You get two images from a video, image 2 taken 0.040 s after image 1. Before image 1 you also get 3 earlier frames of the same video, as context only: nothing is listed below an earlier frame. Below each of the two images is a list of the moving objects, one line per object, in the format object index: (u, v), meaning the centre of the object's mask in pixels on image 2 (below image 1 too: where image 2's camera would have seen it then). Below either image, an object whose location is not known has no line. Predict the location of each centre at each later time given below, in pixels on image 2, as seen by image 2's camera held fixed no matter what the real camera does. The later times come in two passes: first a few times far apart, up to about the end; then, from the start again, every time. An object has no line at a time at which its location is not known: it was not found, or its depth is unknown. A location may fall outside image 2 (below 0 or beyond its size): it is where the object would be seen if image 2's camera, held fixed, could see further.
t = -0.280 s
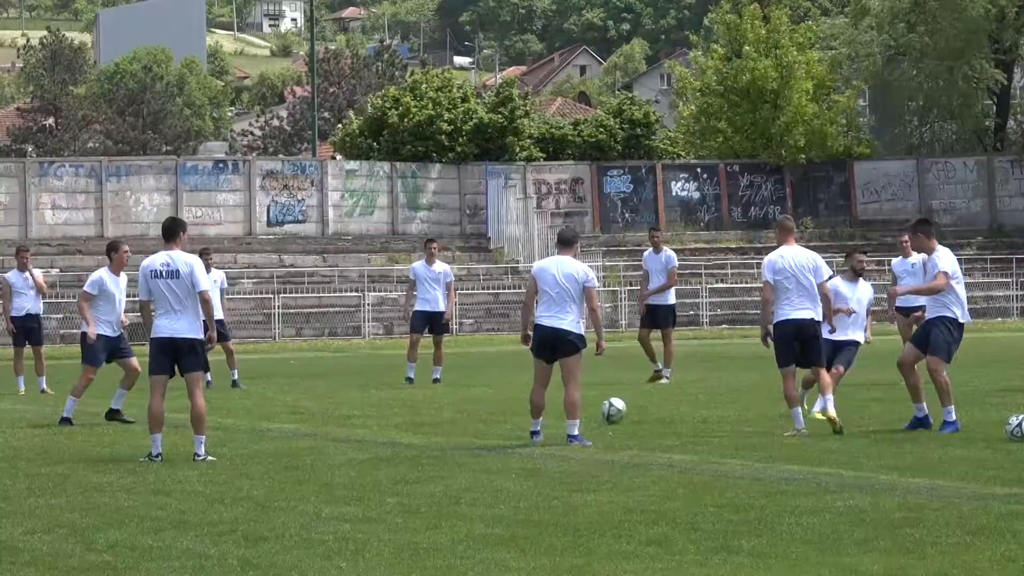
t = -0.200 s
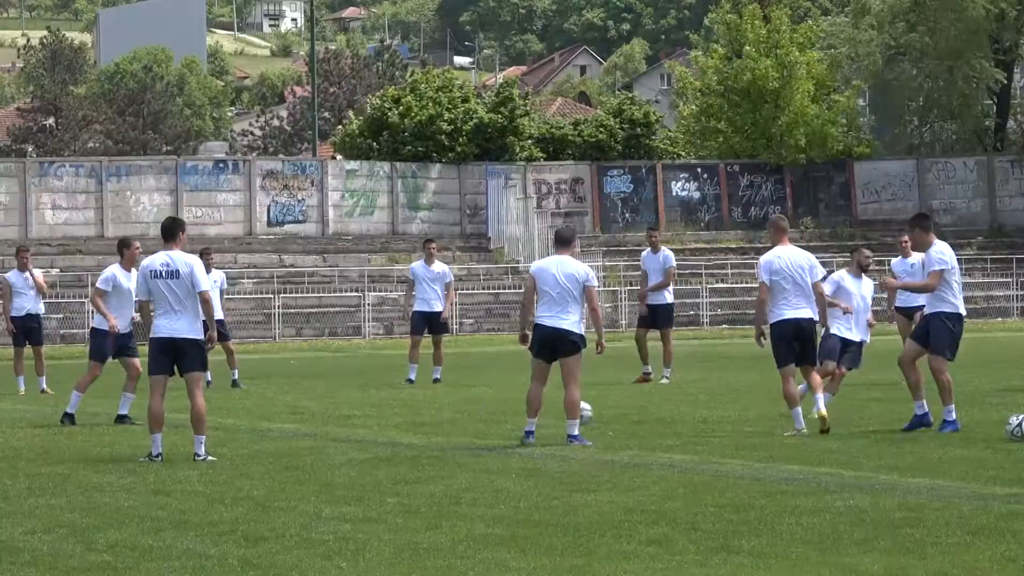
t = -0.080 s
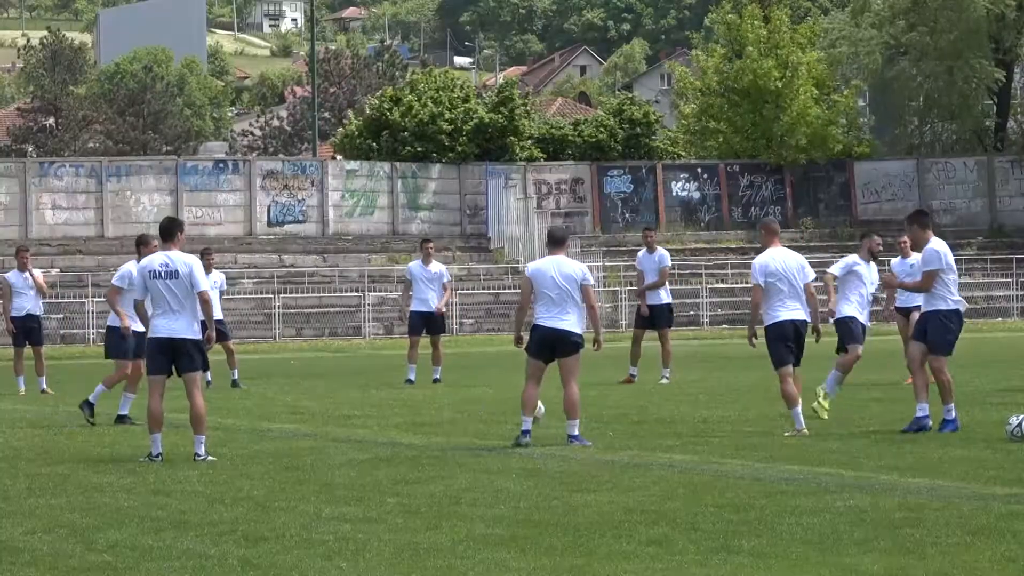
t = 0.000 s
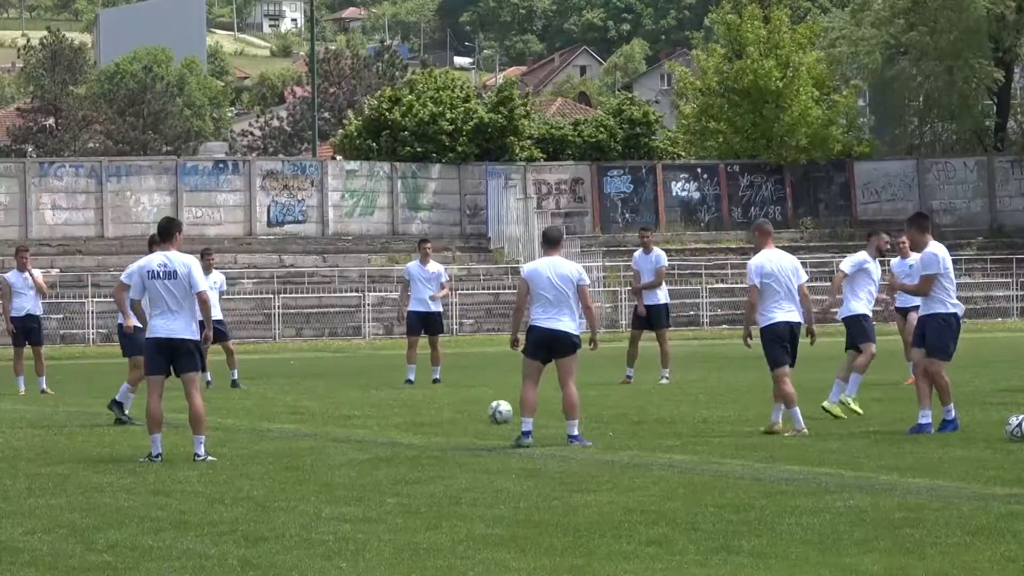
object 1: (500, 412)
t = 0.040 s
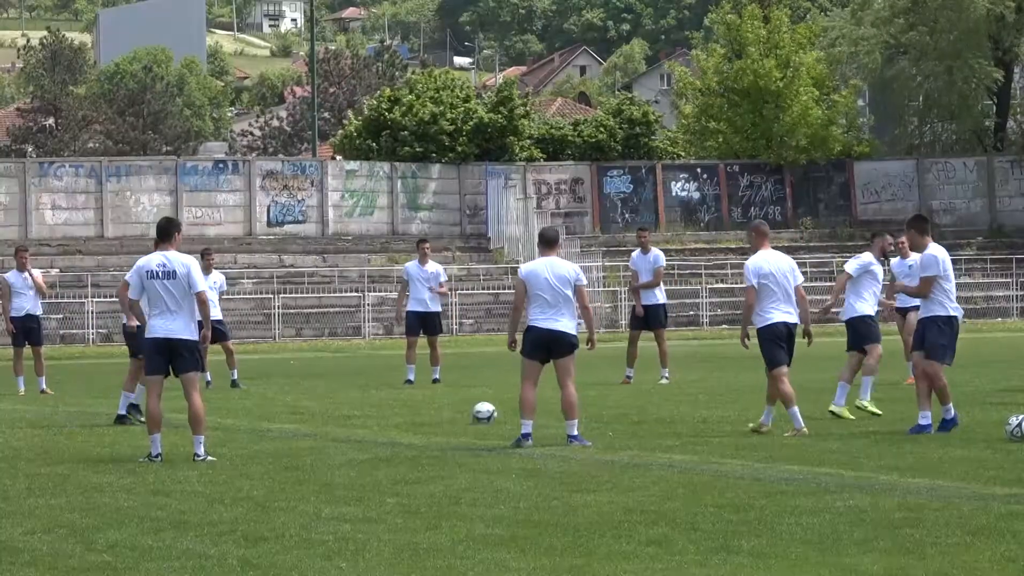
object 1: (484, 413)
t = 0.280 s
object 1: (398, 412)
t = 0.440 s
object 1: (348, 412)
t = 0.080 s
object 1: (469, 412)
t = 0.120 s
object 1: (455, 410)
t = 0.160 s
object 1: (441, 410)
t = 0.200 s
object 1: (426, 412)
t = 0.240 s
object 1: (413, 413)
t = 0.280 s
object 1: (398, 412)
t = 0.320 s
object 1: (387, 410)
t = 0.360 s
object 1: (373, 411)
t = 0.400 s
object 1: (360, 412)
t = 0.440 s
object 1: (348, 412)
